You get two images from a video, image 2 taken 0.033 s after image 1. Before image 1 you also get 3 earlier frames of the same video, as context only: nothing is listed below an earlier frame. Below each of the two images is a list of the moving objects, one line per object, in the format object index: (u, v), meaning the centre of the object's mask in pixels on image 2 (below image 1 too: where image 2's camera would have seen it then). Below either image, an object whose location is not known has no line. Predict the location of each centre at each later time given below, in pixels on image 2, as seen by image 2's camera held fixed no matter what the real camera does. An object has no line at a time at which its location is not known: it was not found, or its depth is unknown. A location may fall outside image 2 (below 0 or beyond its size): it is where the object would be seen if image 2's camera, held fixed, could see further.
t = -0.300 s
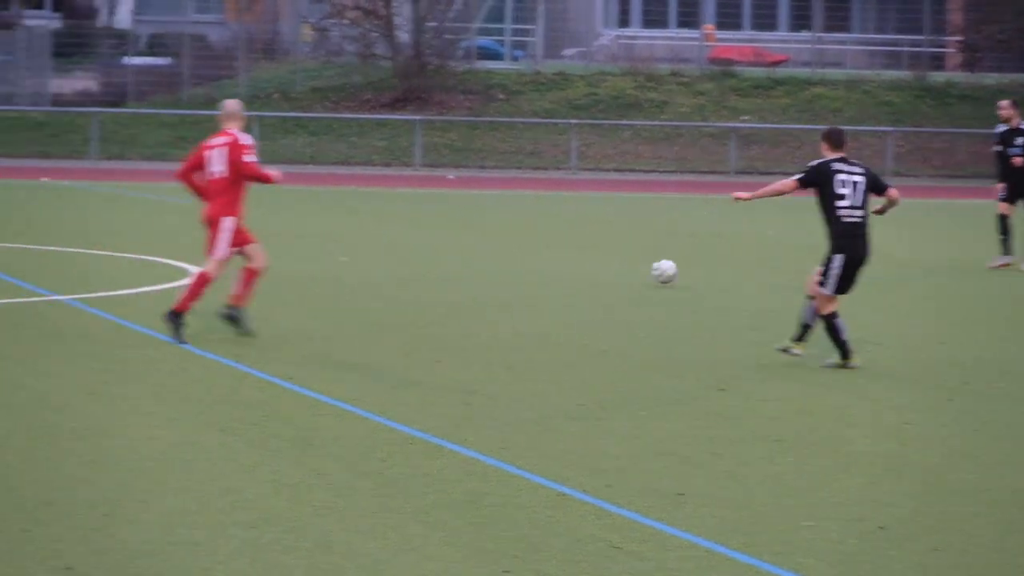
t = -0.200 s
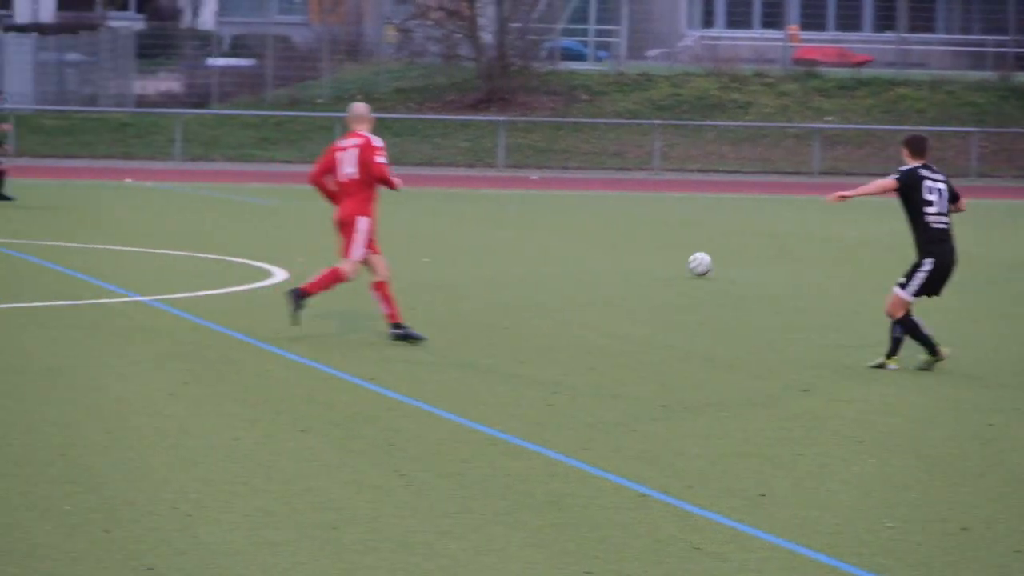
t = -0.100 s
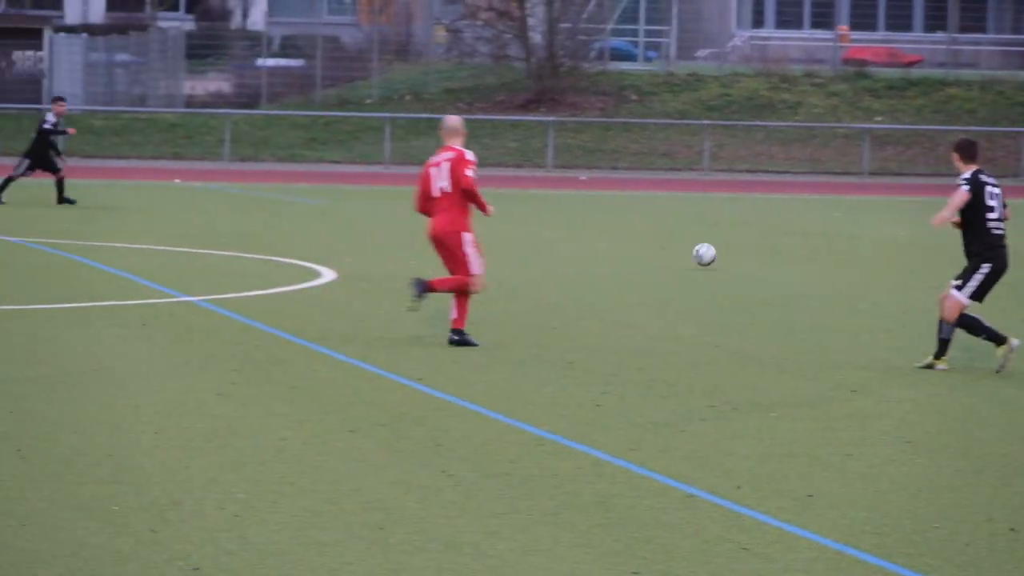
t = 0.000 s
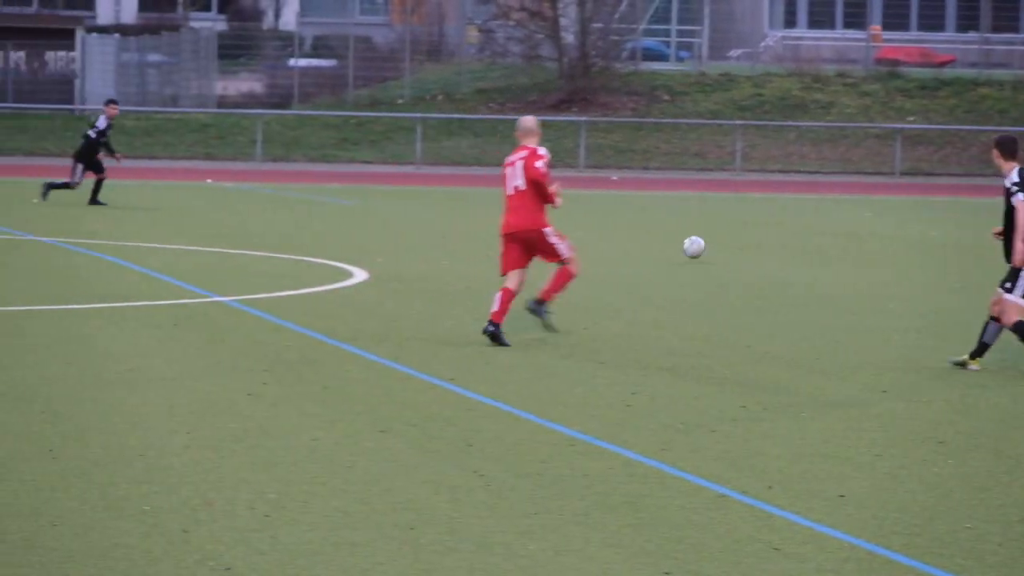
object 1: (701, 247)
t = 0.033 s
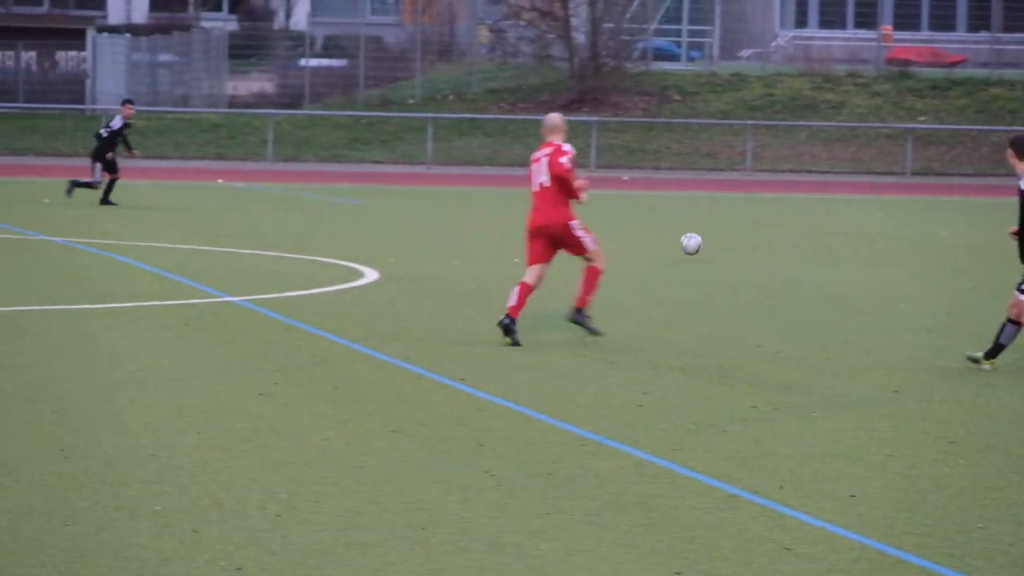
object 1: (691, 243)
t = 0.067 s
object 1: (682, 241)
